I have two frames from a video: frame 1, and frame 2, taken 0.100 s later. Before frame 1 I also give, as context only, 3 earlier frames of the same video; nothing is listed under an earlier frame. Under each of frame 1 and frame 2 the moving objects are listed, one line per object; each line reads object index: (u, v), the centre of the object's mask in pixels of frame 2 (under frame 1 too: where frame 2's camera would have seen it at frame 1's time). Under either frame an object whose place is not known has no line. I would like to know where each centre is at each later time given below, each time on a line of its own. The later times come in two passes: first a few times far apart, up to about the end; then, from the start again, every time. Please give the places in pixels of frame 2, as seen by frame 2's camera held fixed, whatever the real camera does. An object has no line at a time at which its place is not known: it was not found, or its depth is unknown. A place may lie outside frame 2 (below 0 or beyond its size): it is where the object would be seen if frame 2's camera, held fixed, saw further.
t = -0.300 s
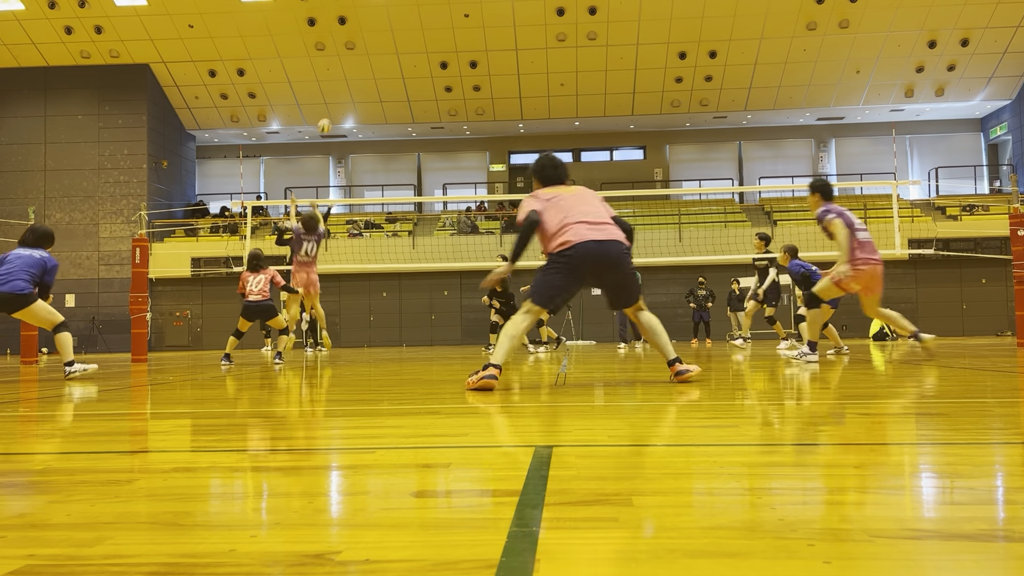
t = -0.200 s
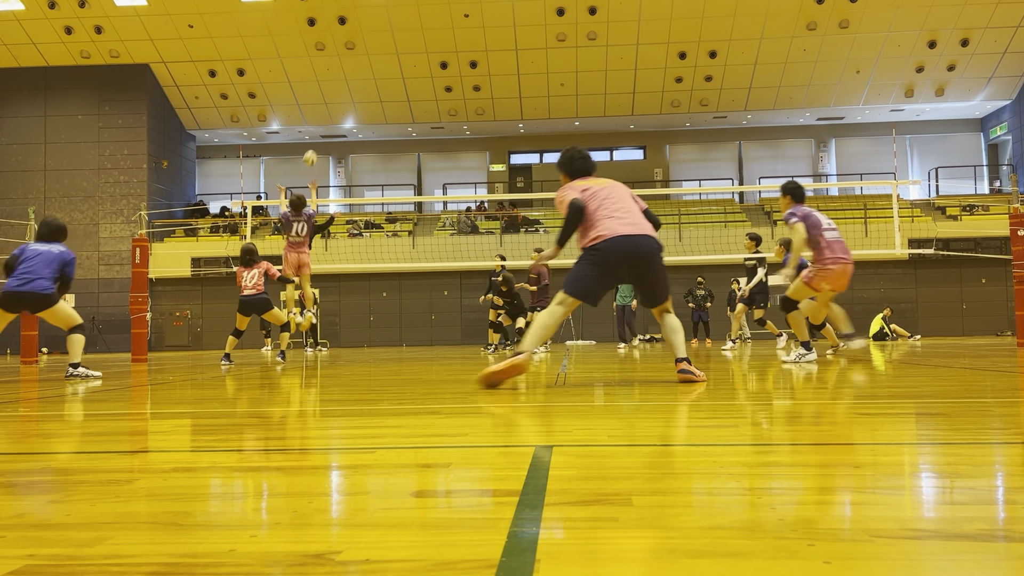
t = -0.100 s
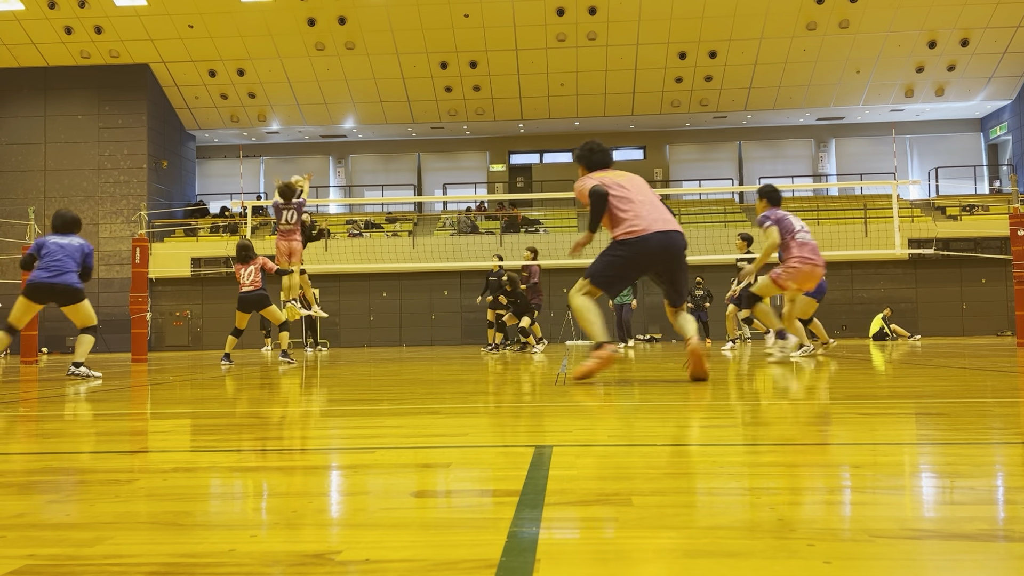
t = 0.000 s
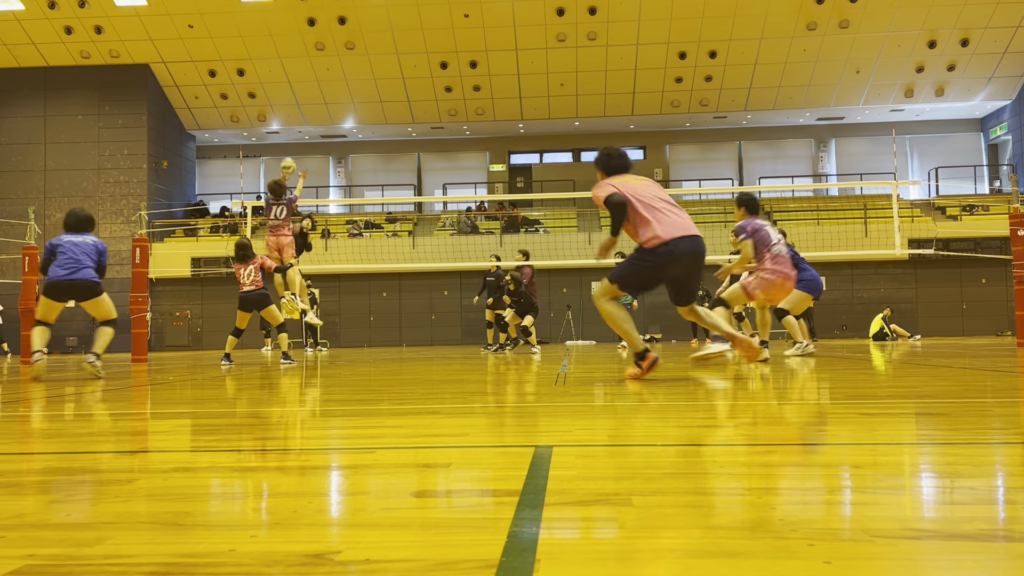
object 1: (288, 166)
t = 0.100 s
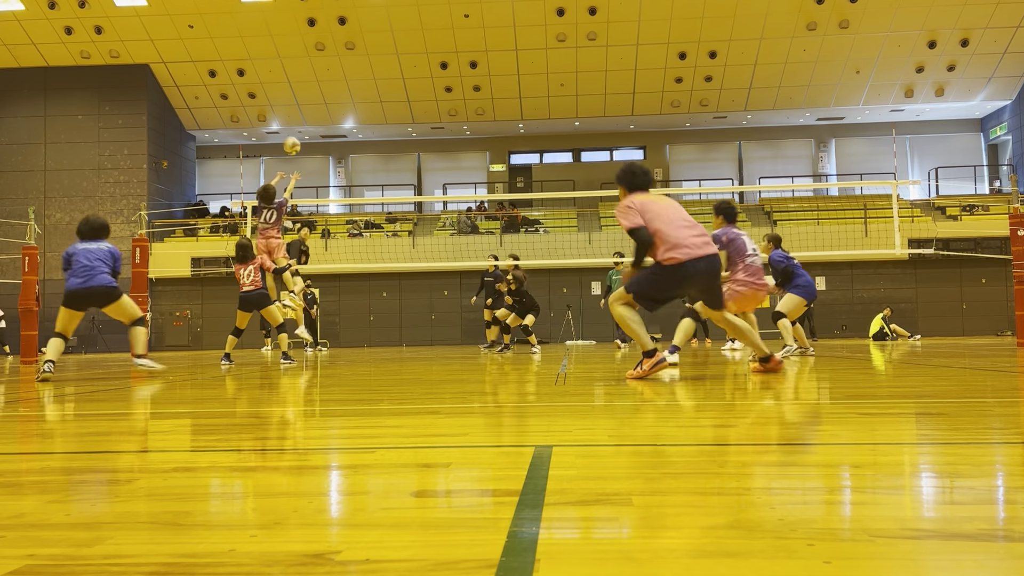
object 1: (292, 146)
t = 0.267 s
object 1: (297, 128)
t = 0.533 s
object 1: (303, 166)
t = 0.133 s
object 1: (293, 140)
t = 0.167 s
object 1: (294, 136)
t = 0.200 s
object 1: (295, 132)
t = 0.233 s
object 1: (296, 130)
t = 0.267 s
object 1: (297, 128)
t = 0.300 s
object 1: (298, 128)
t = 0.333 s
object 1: (299, 128)
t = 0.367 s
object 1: (300, 130)
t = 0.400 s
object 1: (301, 134)
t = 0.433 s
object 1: (301, 140)
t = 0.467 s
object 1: (302, 146)
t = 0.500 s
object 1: (302, 155)
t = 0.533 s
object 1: (303, 166)
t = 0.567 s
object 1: (303, 179)
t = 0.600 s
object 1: (303, 195)
